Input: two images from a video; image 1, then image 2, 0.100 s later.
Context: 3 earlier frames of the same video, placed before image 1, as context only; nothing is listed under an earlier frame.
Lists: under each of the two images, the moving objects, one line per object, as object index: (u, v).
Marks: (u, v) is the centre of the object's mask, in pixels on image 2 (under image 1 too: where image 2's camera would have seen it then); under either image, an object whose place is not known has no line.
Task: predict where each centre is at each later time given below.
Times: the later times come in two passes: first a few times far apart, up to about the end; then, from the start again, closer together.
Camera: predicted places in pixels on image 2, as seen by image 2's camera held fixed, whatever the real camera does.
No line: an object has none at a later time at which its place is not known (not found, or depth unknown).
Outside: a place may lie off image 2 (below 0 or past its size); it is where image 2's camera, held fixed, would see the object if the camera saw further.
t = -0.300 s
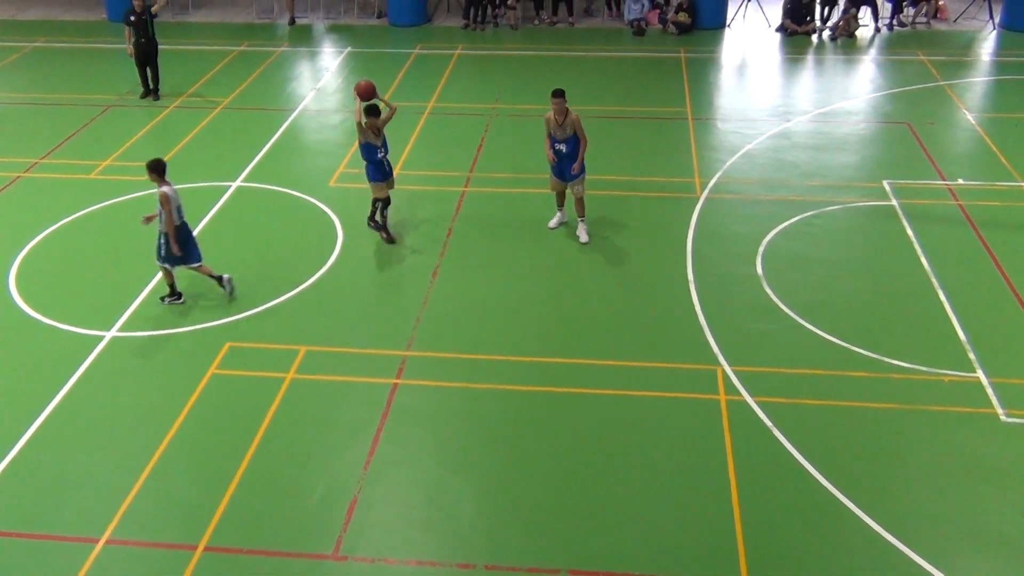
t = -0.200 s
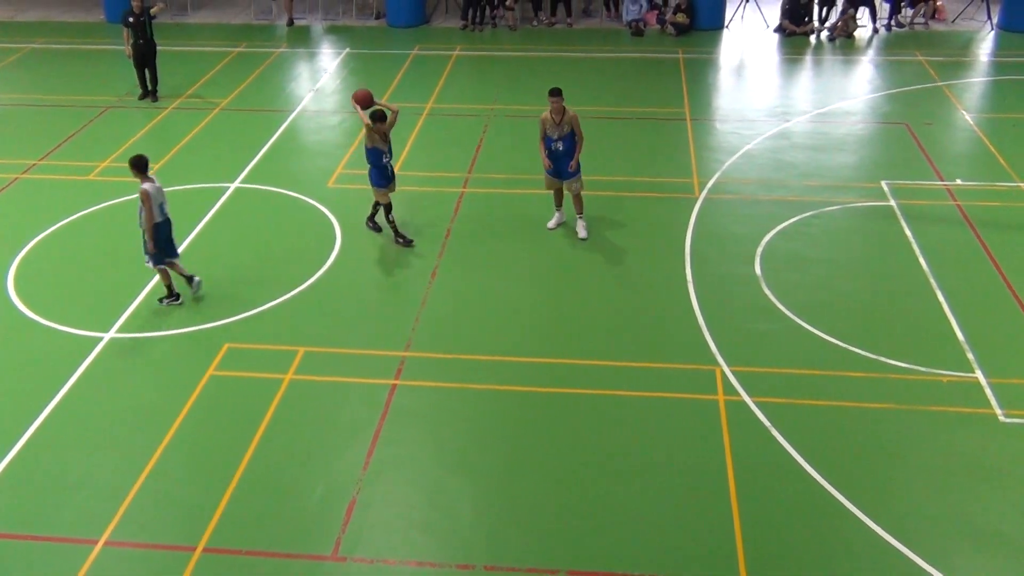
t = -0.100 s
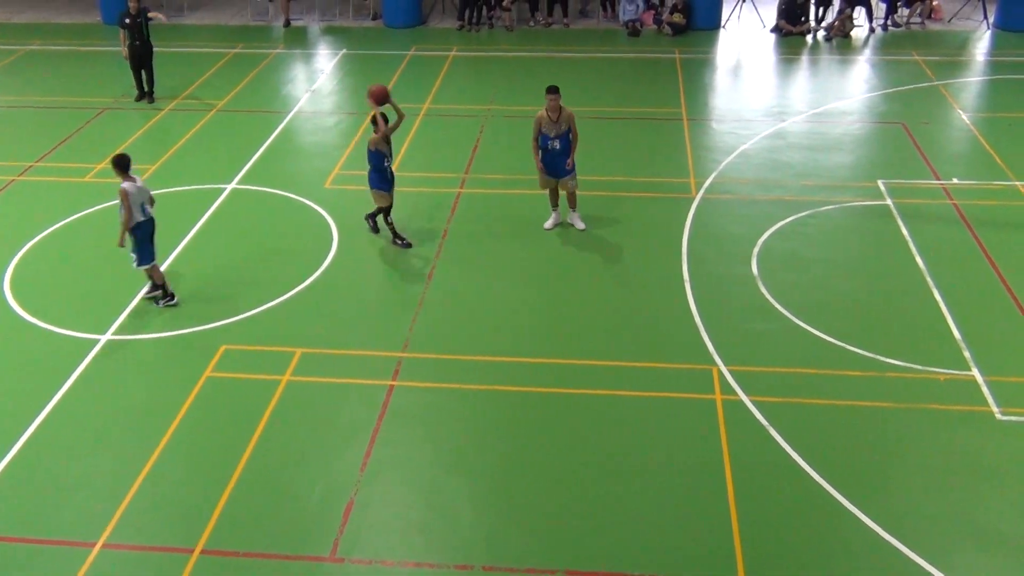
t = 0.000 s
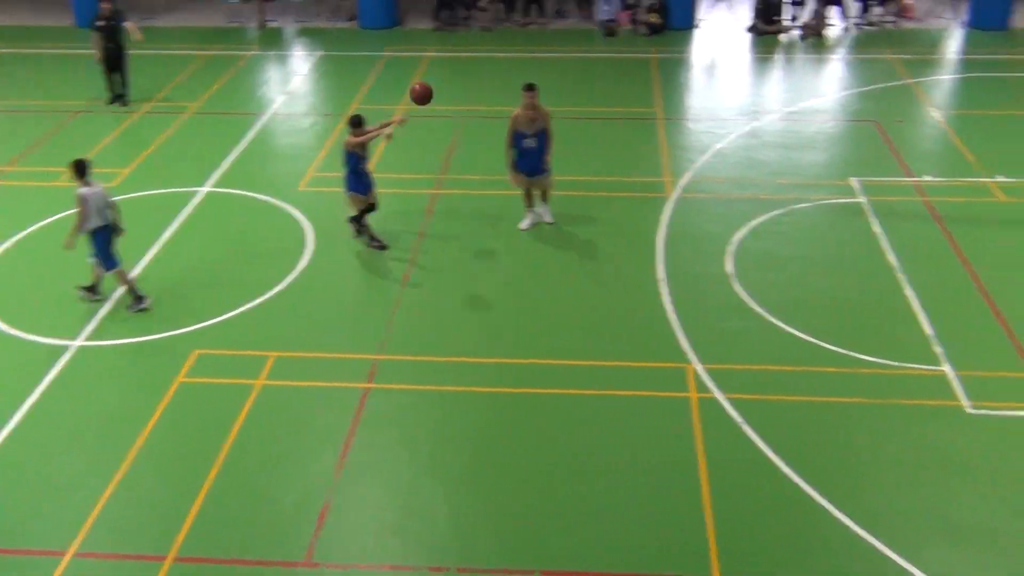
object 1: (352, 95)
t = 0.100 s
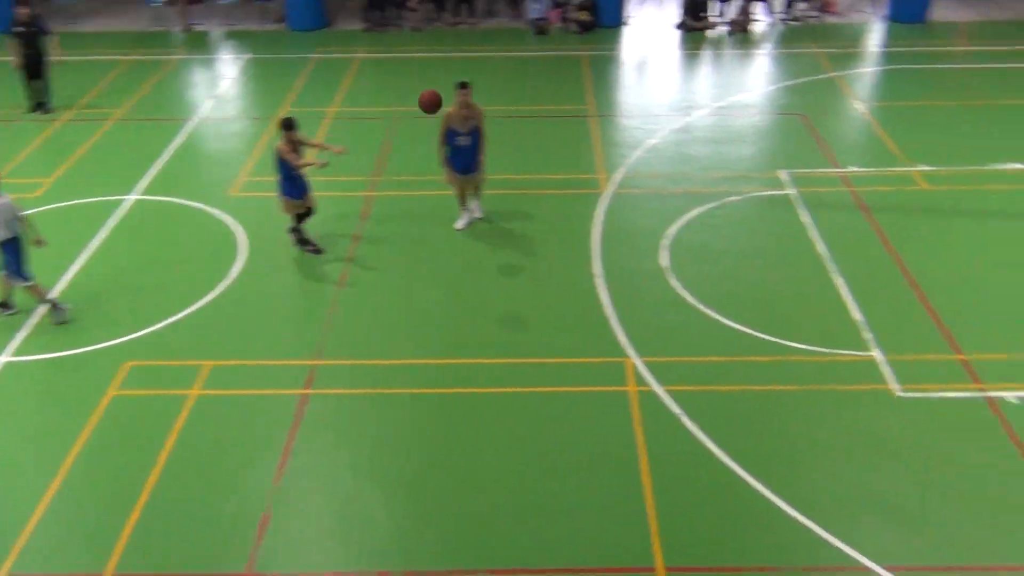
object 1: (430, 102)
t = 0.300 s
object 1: (594, 145)
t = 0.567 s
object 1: (822, 262)
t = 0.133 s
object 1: (457, 106)
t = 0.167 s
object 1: (485, 112)
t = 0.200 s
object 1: (511, 119)
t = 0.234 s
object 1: (538, 126)
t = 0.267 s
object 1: (566, 135)
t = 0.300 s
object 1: (594, 145)
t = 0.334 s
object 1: (622, 156)
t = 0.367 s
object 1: (651, 169)
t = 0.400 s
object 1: (679, 182)
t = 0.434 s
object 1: (708, 196)
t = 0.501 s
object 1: (765, 228)
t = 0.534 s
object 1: (793, 245)
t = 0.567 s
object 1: (822, 262)
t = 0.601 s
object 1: (850, 281)
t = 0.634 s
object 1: (878, 301)
